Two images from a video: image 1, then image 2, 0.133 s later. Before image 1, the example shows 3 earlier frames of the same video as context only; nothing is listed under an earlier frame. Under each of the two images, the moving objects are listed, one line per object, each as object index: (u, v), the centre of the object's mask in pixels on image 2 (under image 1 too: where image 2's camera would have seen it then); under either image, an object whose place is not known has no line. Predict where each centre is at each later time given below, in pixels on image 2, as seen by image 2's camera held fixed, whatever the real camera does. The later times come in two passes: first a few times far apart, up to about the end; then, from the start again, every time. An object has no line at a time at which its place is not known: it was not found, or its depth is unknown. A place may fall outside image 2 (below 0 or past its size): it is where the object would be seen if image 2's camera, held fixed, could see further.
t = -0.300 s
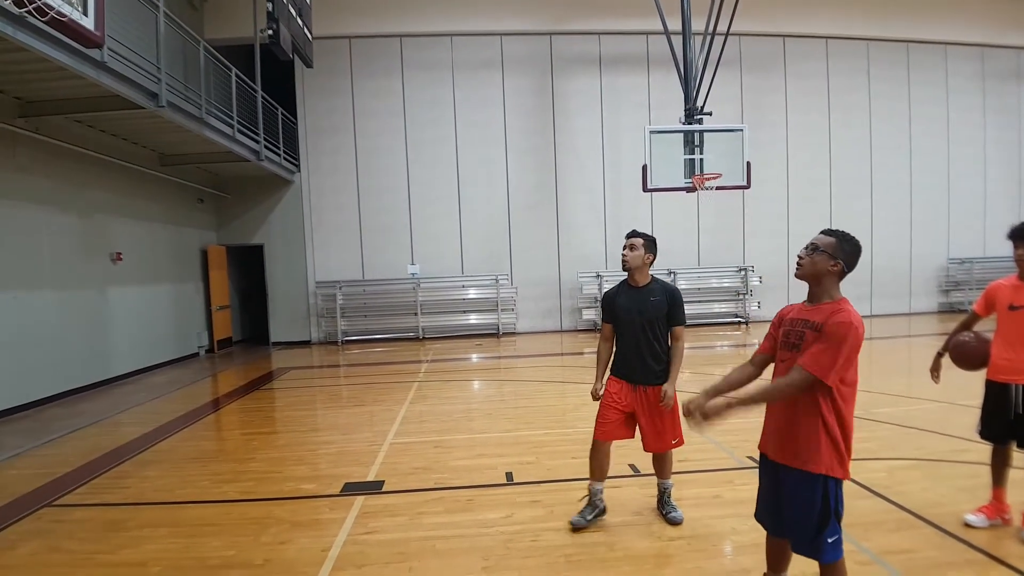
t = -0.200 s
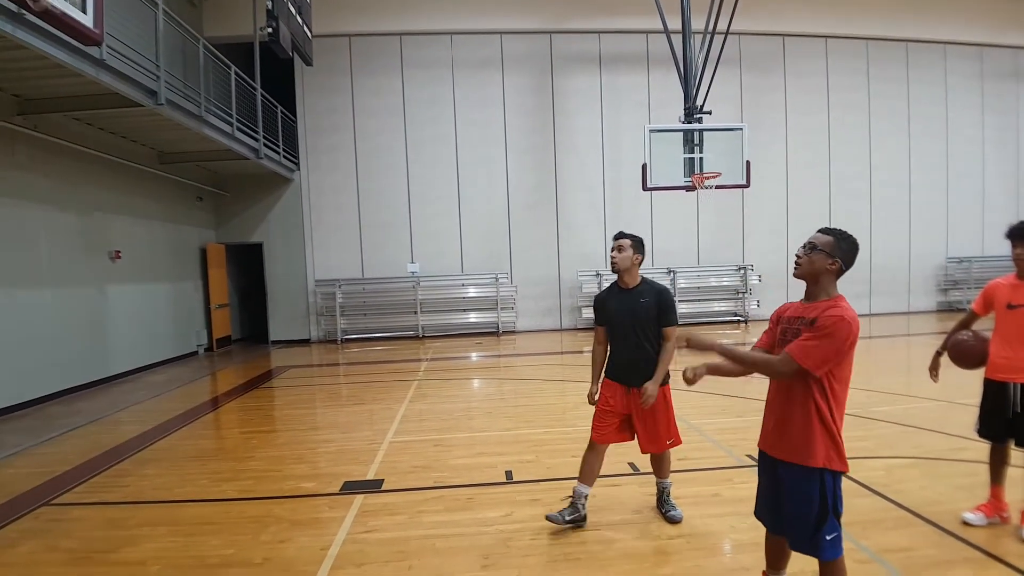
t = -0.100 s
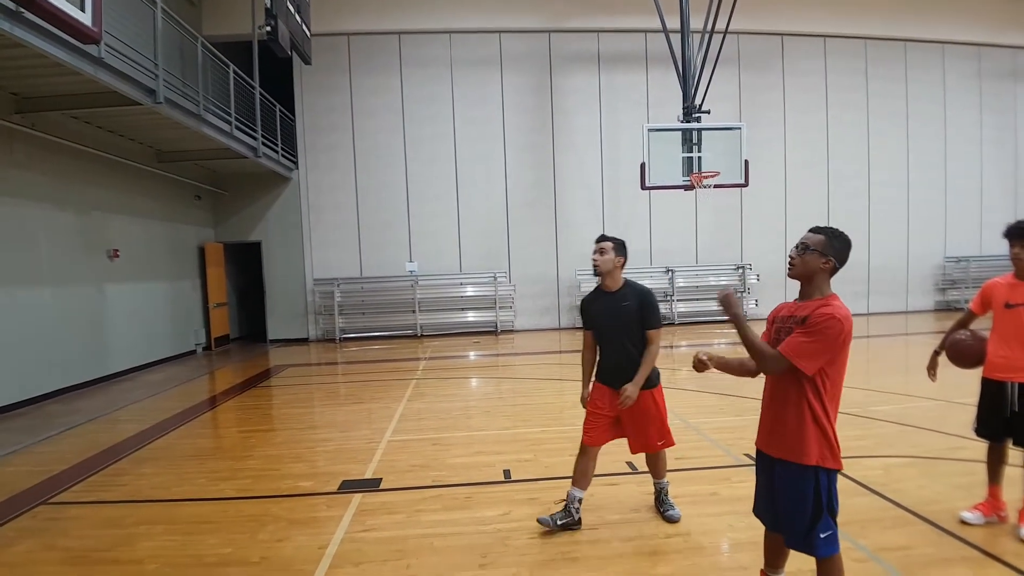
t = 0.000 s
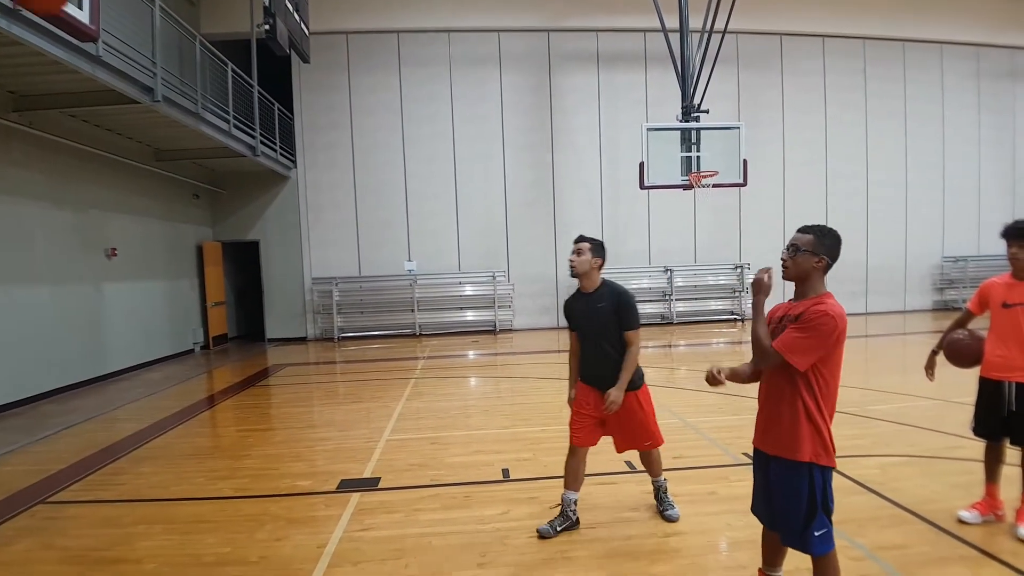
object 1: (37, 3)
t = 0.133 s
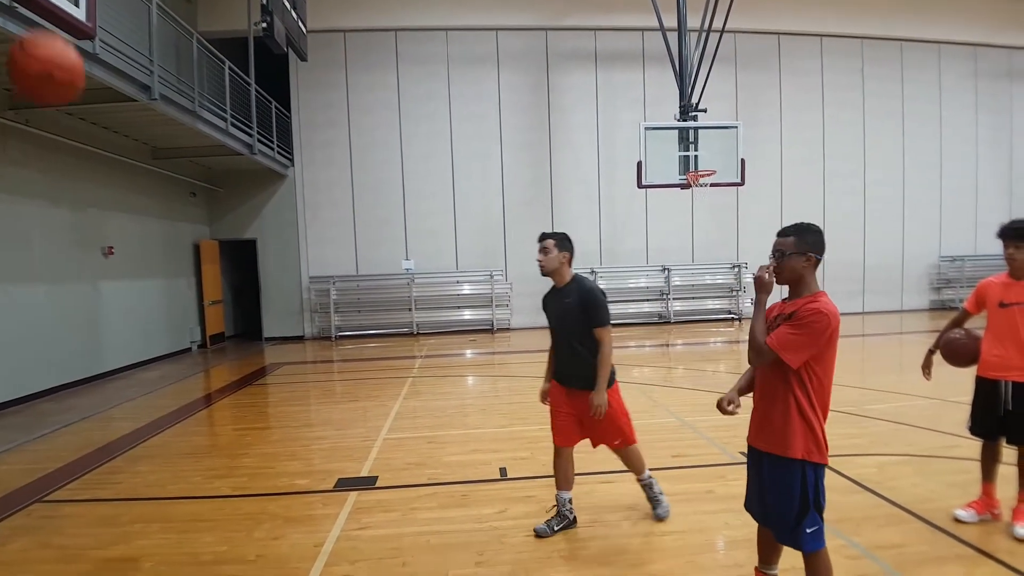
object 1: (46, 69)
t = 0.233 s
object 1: (60, 173)
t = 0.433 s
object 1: (102, 458)
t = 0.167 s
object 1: (51, 100)
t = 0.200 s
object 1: (55, 135)
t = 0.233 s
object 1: (60, 173)
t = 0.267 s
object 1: (65, 214)
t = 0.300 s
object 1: (71, 259)
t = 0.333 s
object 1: (78, 306)
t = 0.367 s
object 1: (85, 357)
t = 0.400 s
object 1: (93, 408)
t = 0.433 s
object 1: (102, 458)
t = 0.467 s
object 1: (112, 515)
